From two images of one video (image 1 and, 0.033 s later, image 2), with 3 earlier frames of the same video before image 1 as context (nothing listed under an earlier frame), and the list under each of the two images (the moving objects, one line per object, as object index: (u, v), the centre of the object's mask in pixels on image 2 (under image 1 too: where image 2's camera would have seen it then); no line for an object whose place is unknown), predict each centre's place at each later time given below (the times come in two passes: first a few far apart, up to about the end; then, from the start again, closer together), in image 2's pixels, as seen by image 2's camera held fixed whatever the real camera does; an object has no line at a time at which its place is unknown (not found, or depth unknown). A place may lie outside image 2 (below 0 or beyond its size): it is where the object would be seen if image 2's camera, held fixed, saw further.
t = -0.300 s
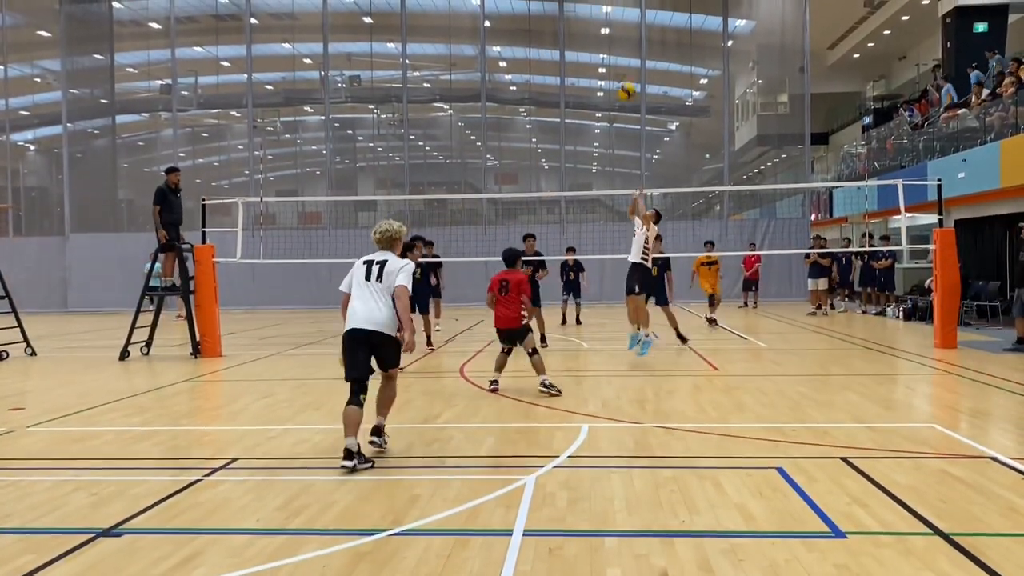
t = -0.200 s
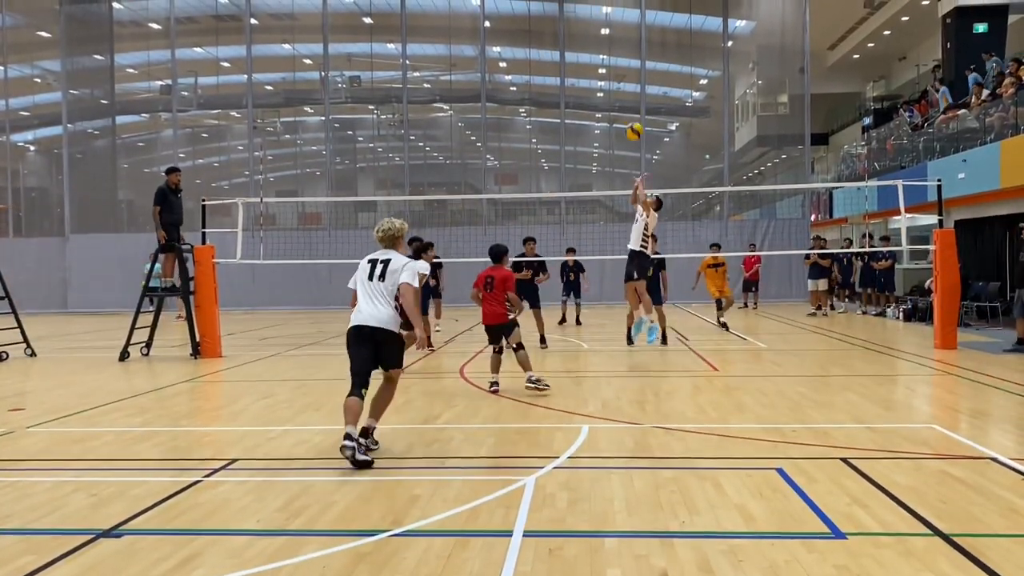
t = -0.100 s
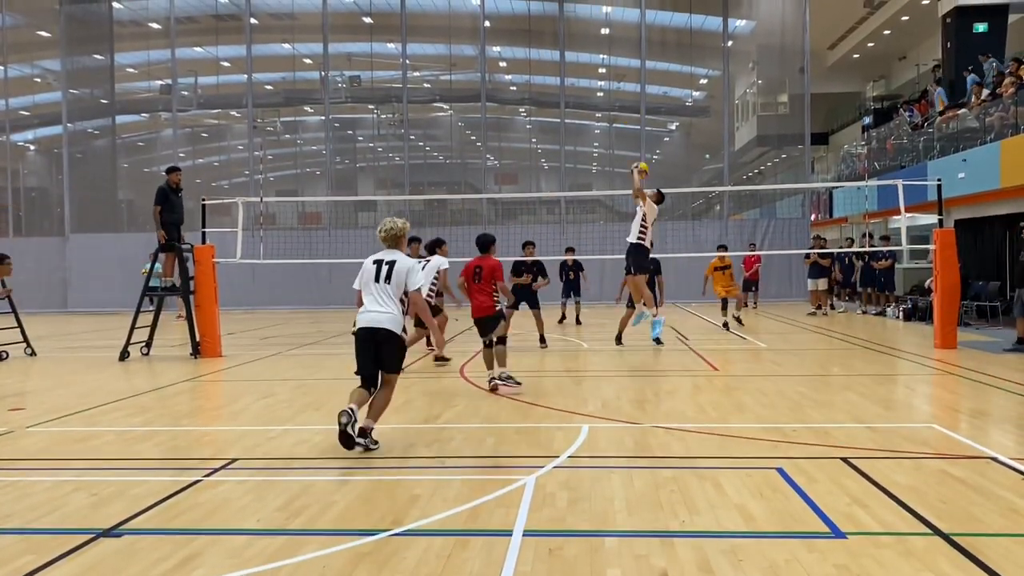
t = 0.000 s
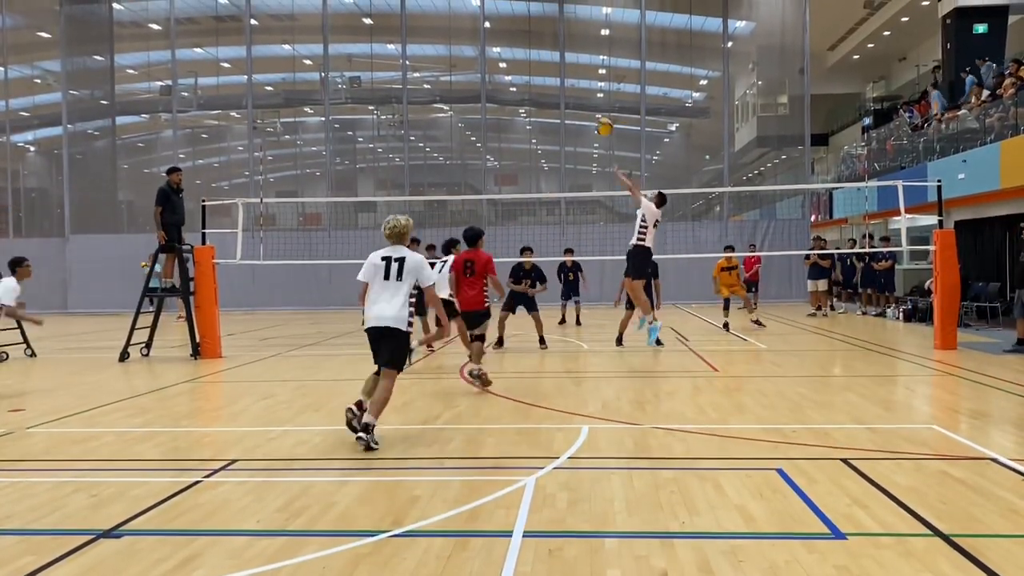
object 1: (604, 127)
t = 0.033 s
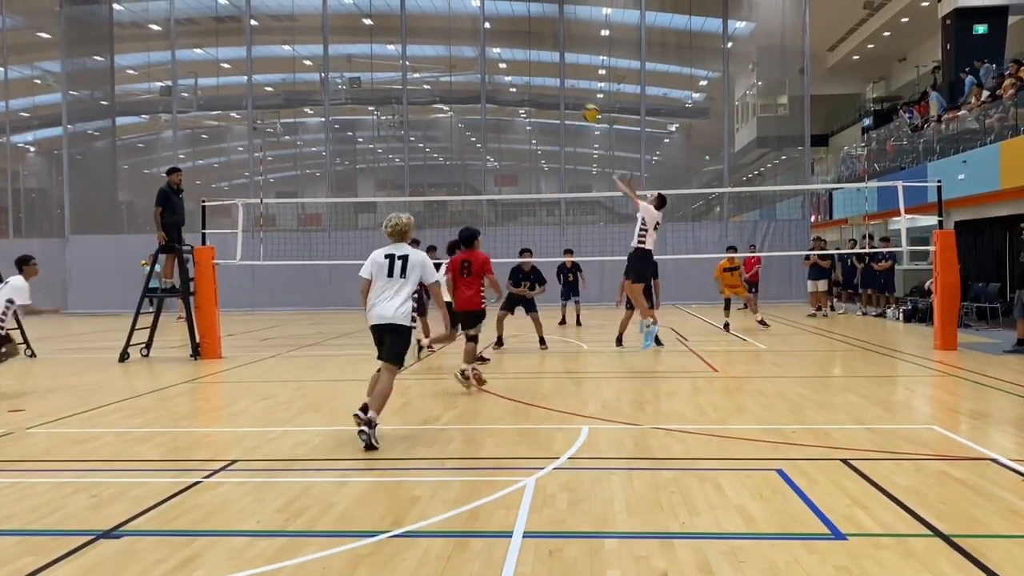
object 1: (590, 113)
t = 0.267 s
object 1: (503, 42)
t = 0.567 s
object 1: (400, 18)
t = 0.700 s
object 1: (359, 30)
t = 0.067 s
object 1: (578, 99)
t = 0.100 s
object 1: (565, 88)
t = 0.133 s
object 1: (552, 76)
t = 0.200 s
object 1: (528, 57)
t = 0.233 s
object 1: (515, 49)
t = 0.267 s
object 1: (503, 42)
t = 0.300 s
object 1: (491, 34)
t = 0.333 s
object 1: (479, 30)
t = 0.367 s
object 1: (468, 25)
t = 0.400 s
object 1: (456, 22)
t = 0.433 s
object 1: (444, 20)
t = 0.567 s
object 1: (400, 18)
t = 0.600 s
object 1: (390, 21)
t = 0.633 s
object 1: (380, 24)
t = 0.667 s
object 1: (370, 27)
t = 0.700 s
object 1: (359, 30)
